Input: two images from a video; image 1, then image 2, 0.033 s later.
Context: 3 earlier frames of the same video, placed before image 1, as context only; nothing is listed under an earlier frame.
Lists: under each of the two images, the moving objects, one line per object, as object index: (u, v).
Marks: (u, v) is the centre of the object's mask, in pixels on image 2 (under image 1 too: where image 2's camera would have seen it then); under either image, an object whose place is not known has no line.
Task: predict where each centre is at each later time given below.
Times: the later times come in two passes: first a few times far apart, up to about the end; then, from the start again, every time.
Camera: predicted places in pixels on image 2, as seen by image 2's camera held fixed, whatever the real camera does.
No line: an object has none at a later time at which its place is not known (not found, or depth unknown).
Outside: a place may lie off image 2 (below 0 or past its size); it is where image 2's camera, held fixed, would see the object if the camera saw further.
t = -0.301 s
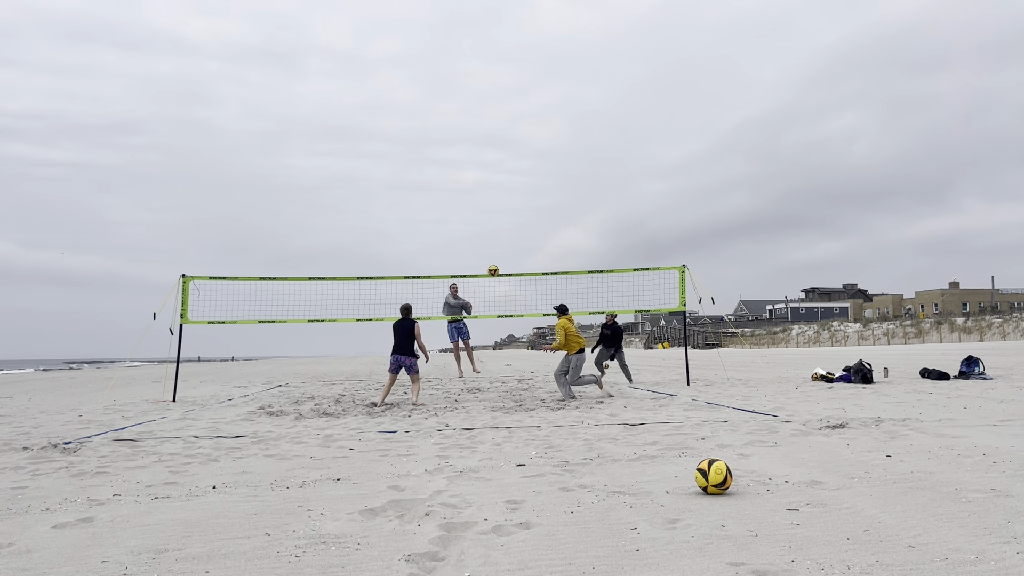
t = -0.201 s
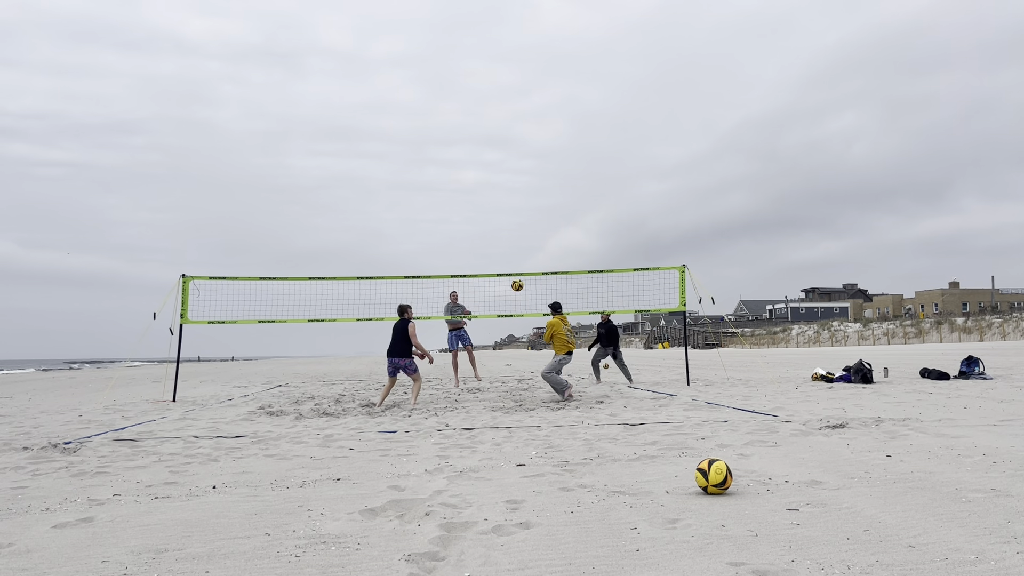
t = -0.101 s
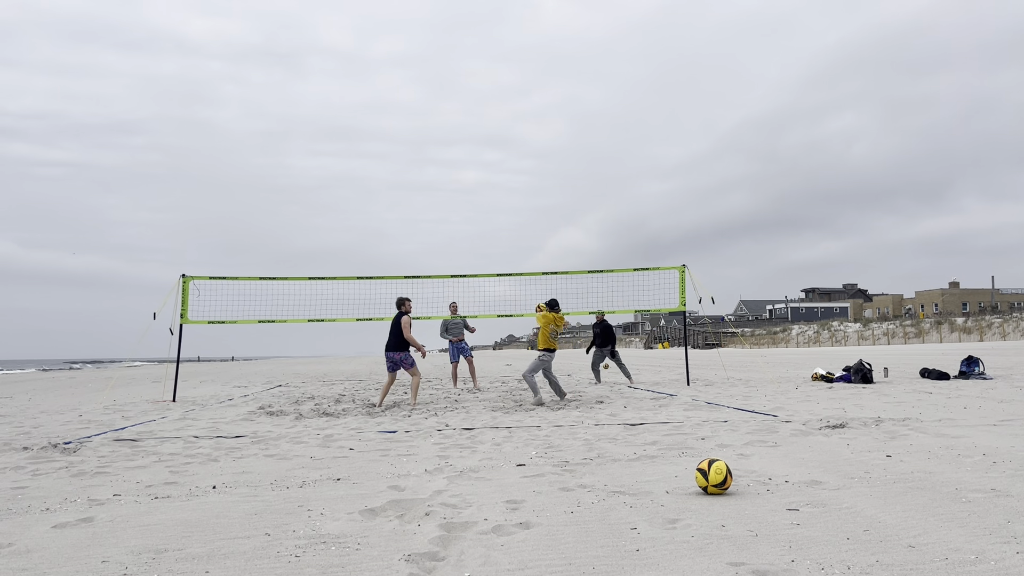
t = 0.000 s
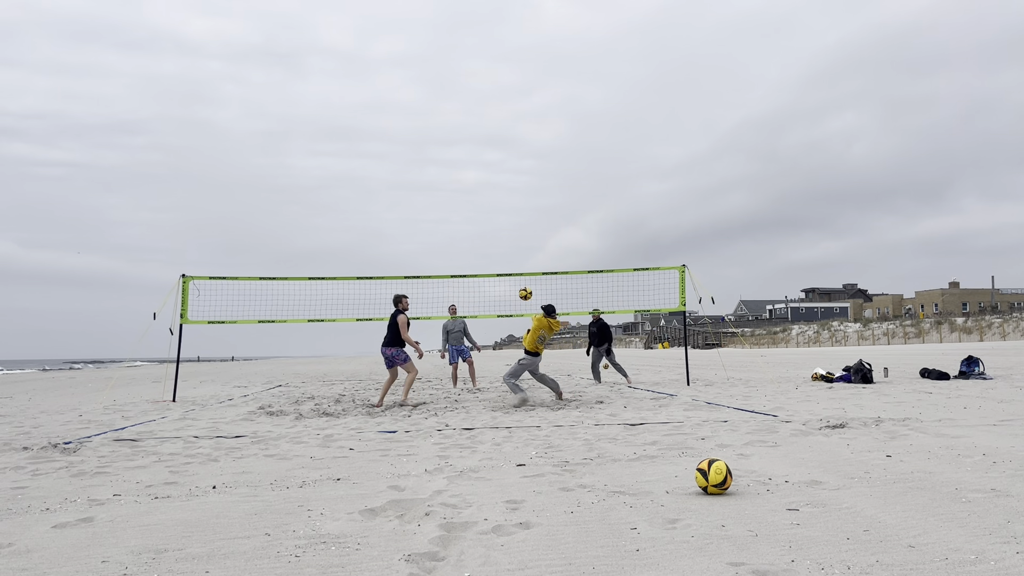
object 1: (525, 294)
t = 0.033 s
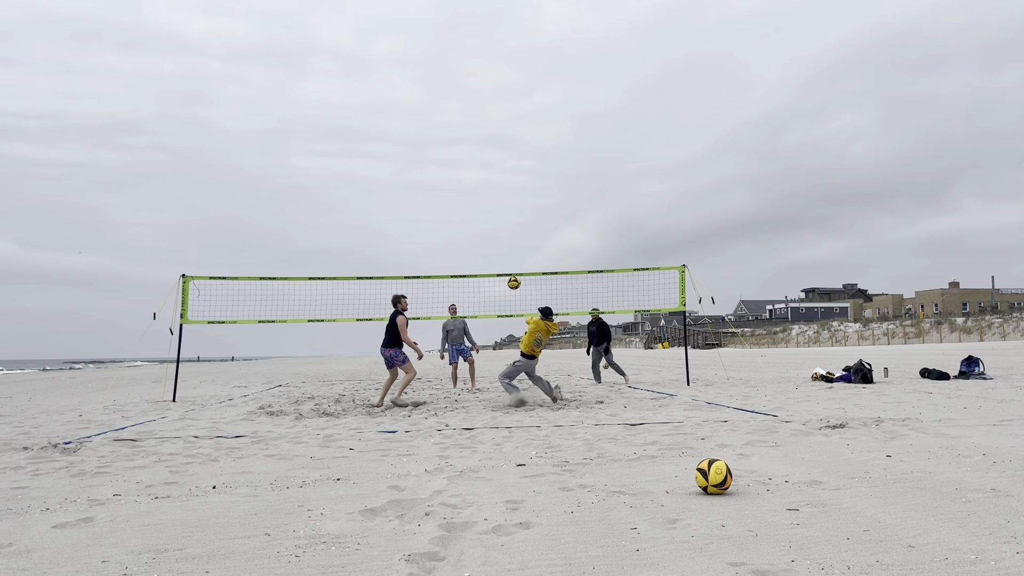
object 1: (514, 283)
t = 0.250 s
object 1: (440, 228)
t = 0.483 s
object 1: (363, 200)
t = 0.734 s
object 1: (281, 210)
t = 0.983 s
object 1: (202, 260)
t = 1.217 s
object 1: (131, 343)
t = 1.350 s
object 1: (91, 405)
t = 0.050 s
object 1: (508, 278)
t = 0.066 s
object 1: (502, 273)
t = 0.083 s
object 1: (496, 268)
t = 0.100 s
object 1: (491, 263)
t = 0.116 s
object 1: (485, 259)
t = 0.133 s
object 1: (479, 254)
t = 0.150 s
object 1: (474, 250)
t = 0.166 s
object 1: (468, 246)
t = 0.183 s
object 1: (462, 242)
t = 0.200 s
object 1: (457, 238)
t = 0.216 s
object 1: (451, 235)
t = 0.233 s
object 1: (445, 231)
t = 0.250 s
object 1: (440, 228)
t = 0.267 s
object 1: (435, 225)
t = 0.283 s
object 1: (429, 222)
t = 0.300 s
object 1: (423, 219)
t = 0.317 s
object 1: (418, 217)
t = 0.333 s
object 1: (413, 214)
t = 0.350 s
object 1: (407, 212)
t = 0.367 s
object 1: (401, 210)
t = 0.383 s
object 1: (396, 208)
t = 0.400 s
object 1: (391, 206)
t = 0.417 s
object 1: (385, 204)
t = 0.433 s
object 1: (380, 203)
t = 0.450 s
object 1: (374, 202)
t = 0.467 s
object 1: (368, 201)
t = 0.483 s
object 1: (363, 200)
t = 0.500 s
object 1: (357, 199)
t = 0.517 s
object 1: (352, 199)
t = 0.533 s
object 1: (346, 199)
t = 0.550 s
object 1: (341, 199)
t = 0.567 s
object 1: (336, 199)
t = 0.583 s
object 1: (330, 199)
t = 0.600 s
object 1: (325, 200)
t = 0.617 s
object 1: (319, 200)
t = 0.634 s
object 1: (314, 201)
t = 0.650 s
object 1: (308, 202)
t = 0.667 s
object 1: (303, 203)
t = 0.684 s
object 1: (298, 205)
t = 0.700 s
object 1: (292, 207)
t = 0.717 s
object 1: (287, 208)
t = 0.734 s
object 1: (281, 210)
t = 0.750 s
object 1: (276, 212)
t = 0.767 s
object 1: (271, 214)
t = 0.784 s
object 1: (265, 217)
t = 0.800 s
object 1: (260, 220)
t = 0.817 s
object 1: (255, 222)
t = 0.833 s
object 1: (249, 226)
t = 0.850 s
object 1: (244, 229)
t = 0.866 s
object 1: (239, 232)
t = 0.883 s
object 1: (233, 236)
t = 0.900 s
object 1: (228, 239)
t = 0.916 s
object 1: (223, 243)
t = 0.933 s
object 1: (218, 247)
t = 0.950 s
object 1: (212, 252)
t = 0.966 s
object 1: (207, 256)
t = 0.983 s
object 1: (202, 260)
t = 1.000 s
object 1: (197, 265)
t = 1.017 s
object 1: (191, 270)
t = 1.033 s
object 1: (186, 275)
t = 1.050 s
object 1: (181, 281)
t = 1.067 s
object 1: (176, 286)
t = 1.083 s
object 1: (171, 292)
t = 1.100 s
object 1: (166, 298)
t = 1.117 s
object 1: (161, 304)
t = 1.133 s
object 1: (156, 310)
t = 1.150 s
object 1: (151, 316)
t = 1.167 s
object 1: (146, 322)
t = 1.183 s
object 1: (141, 329)
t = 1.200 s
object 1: (136, 336)
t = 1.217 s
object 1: (131, 343)
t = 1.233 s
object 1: (126, 350)
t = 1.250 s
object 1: (121, 357)
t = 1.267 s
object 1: (116, 365)
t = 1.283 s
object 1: (111, 373)
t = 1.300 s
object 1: (106, 380)
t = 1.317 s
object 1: (101, 388)
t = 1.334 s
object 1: (96, 396)
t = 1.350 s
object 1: (91, 405)
